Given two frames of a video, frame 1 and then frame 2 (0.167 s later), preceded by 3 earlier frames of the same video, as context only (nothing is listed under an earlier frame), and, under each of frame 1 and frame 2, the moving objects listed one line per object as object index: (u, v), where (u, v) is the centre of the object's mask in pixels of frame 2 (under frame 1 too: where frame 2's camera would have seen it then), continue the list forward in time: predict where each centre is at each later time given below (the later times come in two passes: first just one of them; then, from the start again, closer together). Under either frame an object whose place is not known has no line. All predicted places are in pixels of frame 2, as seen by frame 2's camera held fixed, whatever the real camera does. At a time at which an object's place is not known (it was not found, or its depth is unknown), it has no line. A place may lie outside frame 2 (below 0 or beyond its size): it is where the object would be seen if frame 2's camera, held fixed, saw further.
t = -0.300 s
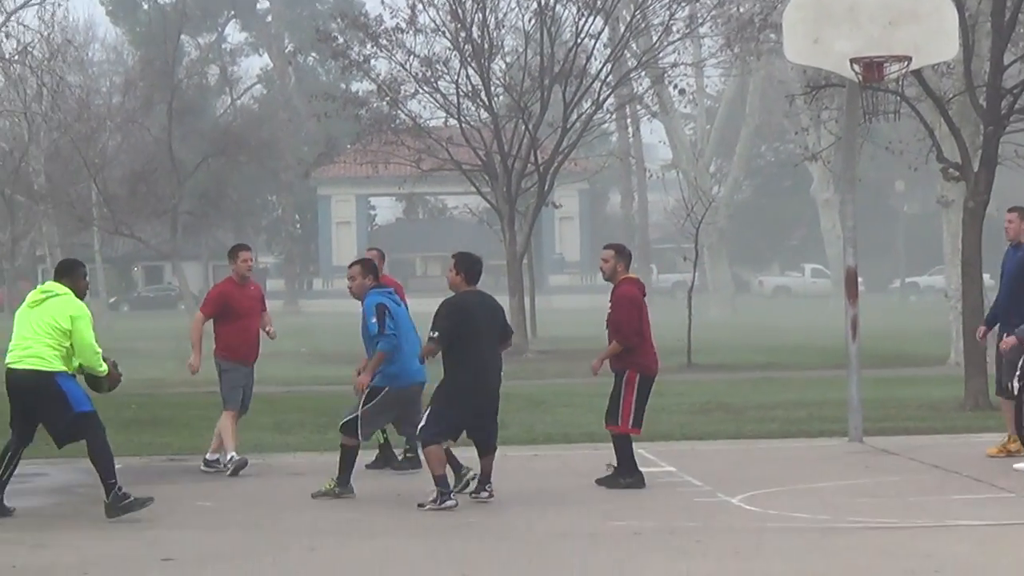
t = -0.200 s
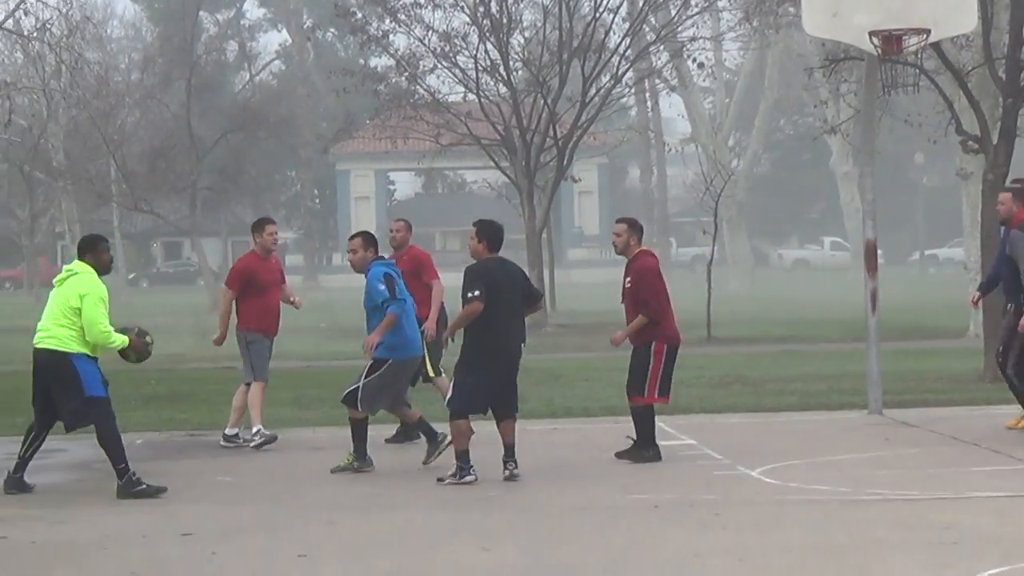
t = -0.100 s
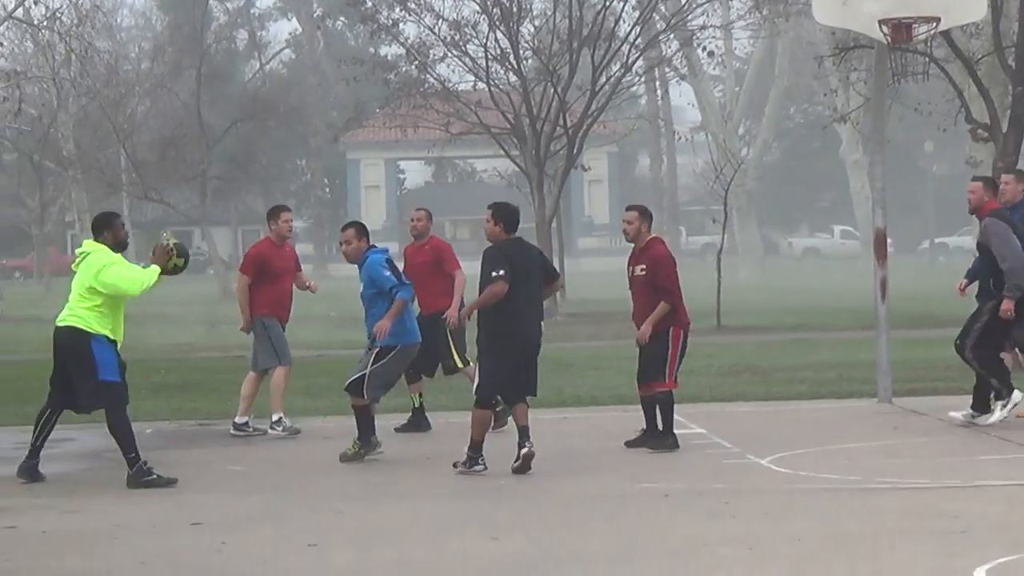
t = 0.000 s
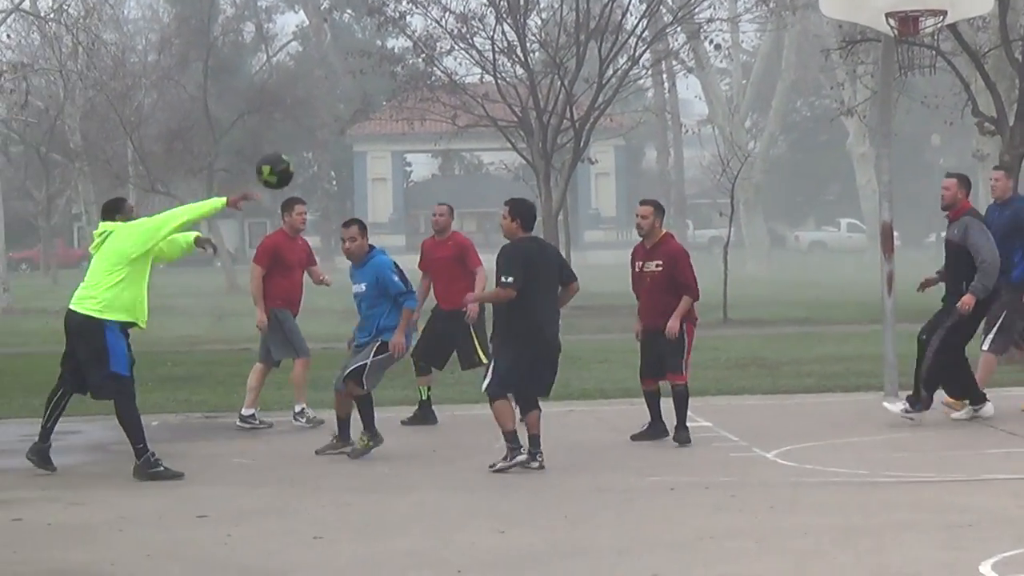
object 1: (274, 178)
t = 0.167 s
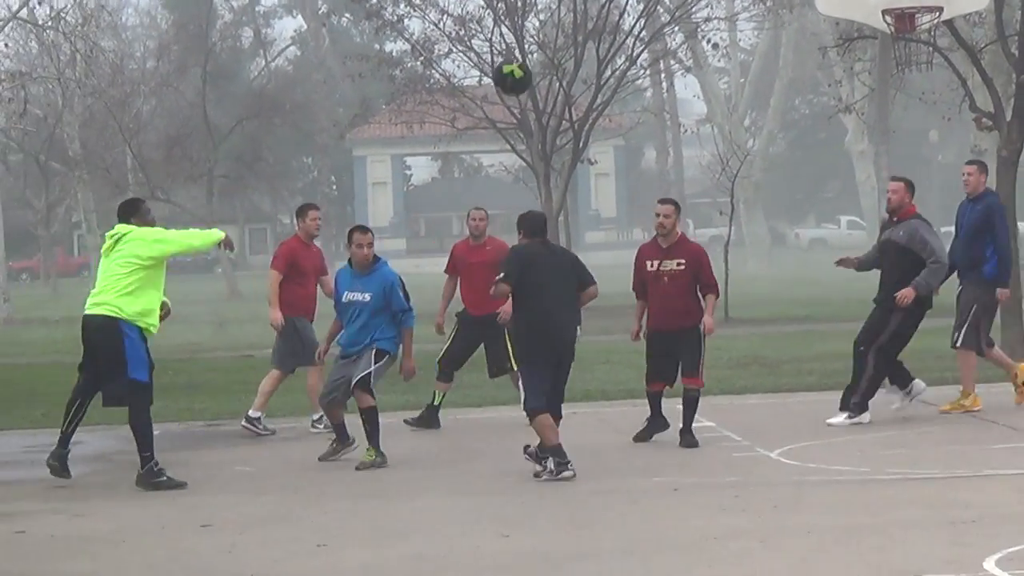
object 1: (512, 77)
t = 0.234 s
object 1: (608, 51)
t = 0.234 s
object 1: (608, 51)
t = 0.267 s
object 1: (657, 39)
